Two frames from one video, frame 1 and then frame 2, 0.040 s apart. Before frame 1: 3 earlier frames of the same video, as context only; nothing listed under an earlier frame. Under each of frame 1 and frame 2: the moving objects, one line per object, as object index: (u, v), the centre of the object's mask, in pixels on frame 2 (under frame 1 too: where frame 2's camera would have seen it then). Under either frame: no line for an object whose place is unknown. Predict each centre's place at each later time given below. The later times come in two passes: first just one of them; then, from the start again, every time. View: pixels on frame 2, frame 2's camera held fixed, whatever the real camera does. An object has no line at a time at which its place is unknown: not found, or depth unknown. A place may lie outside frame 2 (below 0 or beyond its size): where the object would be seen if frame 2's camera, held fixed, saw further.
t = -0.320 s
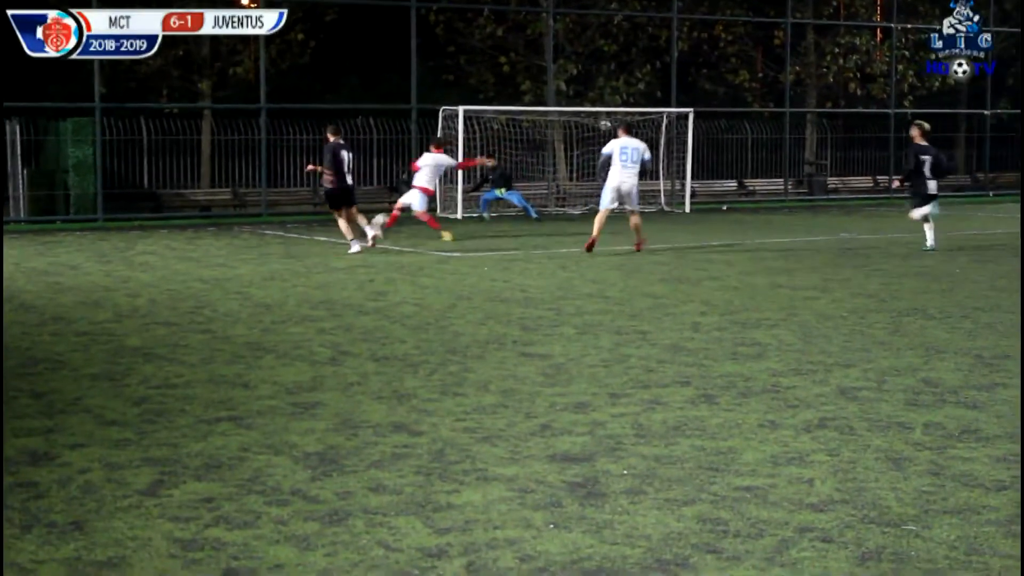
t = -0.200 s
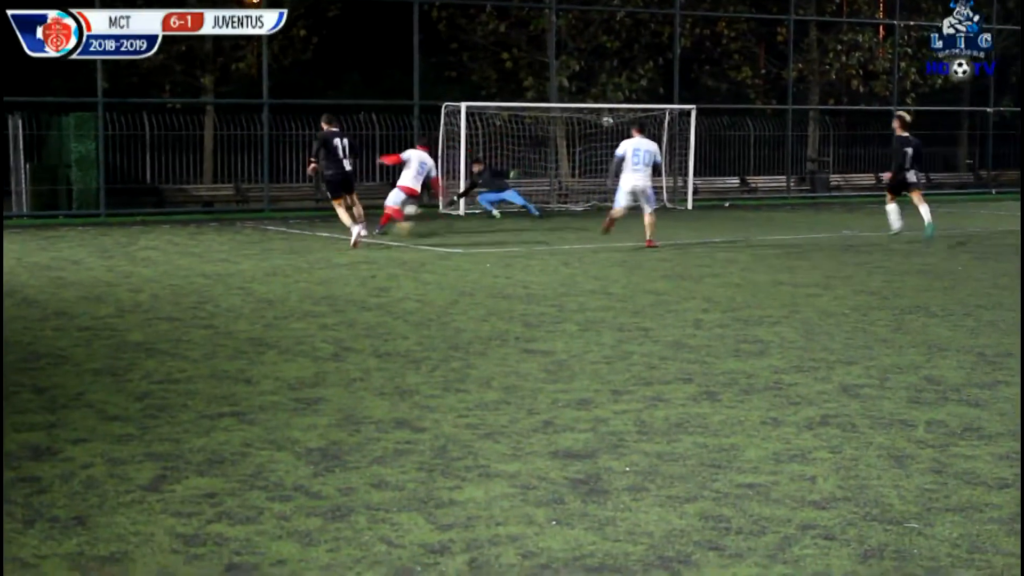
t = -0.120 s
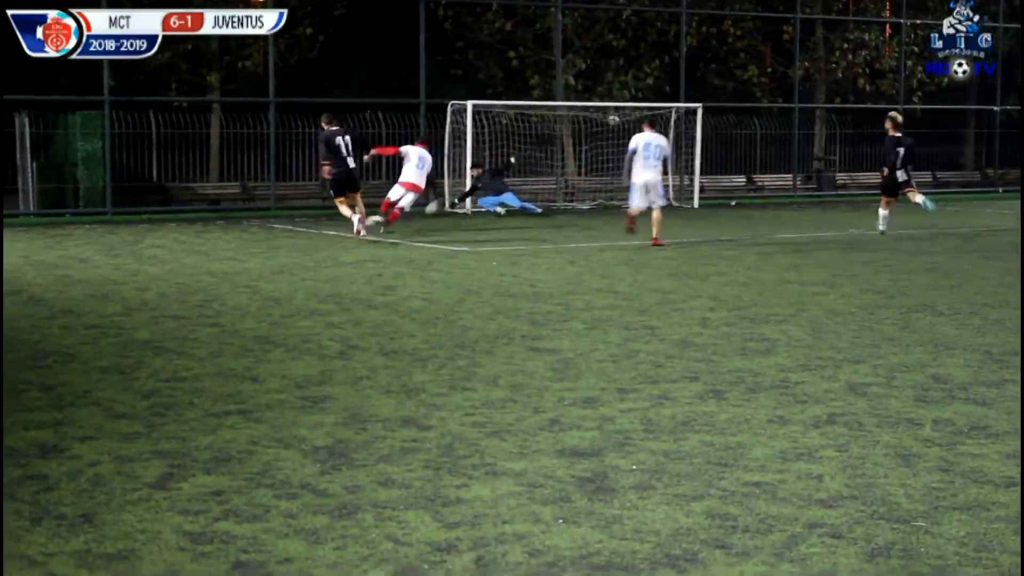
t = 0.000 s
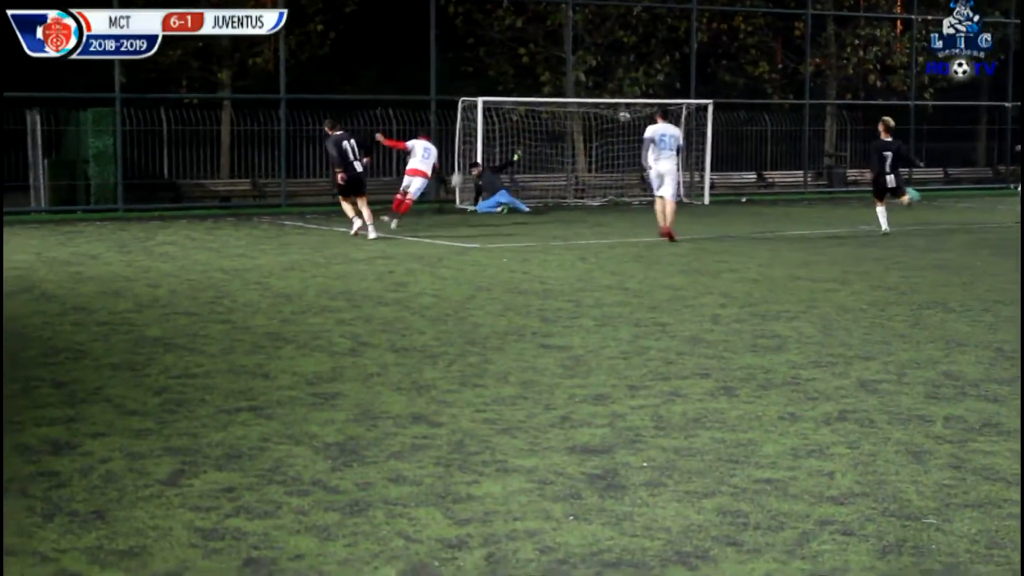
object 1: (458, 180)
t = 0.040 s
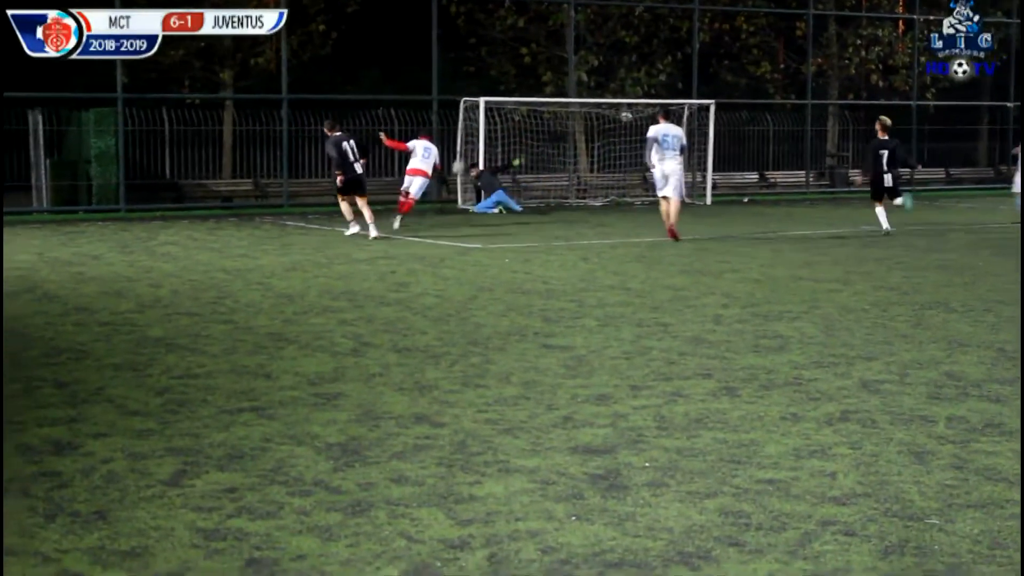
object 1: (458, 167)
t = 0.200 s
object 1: (455, 117)
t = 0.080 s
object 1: (457, 154)
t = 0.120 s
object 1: (456, 141)
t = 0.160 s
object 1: (456, 129)
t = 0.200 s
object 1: (455, 117)
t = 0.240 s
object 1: (455, 105)
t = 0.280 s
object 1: (455, 94)
